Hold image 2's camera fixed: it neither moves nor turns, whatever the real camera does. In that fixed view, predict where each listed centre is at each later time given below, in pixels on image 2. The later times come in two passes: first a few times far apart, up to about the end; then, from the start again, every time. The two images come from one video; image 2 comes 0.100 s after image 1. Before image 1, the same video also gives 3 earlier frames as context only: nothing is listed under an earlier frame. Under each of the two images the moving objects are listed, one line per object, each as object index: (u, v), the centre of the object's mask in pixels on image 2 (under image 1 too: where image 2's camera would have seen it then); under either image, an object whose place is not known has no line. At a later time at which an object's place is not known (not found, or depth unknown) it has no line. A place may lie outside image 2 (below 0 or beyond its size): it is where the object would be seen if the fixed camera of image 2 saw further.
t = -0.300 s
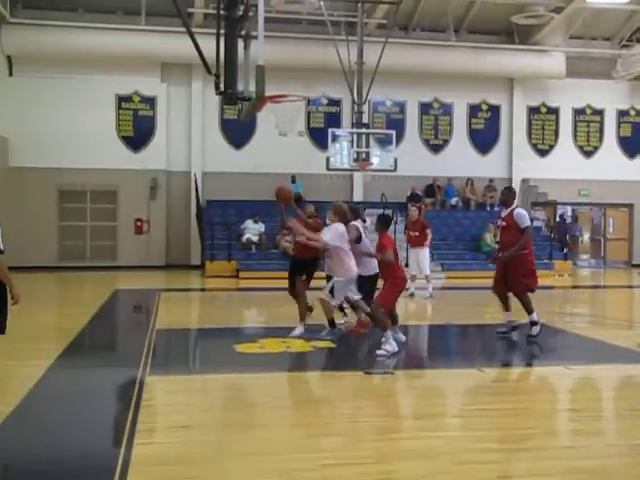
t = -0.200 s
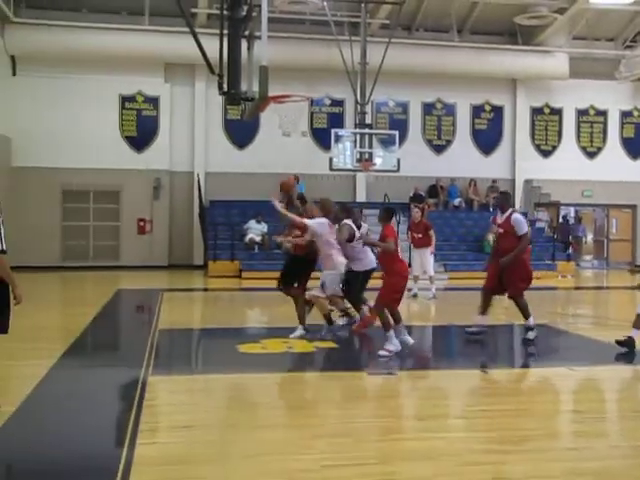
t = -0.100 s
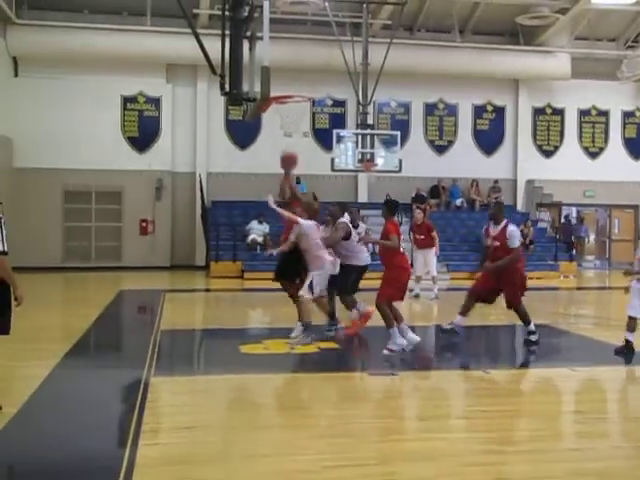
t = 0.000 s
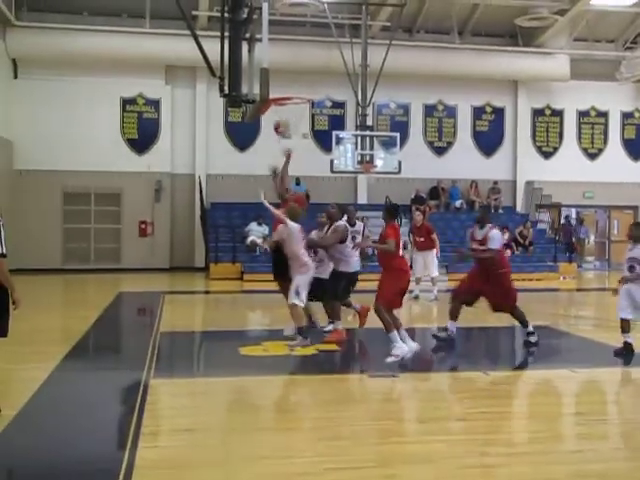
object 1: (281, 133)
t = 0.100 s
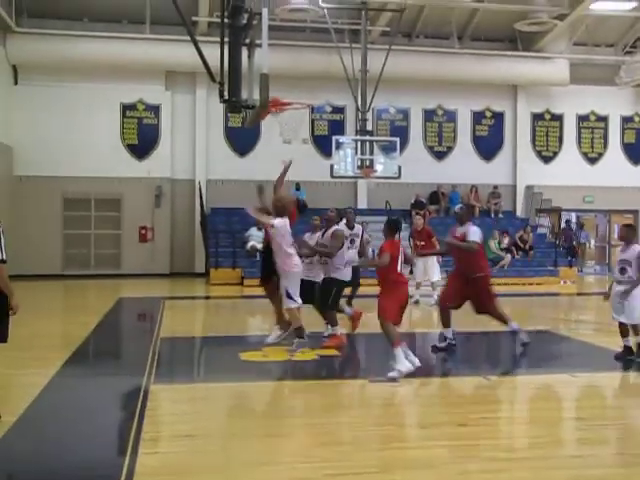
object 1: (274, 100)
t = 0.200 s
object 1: (272, 85)
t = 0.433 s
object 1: (280, 80)
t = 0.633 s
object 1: (298, 111)
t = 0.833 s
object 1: (298, 133)
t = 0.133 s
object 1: (275, 96)
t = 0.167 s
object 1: (274, 92)
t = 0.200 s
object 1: (272, 85)
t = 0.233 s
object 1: (270, 83)
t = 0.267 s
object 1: (271, 78)
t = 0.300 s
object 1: (272, 75)
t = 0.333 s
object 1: (274, 76)
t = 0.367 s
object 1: (275, 76)
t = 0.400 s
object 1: (277, 77)
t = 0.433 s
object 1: (280, 80)
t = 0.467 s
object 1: (283, 82)
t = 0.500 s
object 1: (286, 88)
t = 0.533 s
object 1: (290, 91)
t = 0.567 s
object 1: (293, 94)
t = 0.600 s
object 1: (295, 103)
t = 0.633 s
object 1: (298, 111)
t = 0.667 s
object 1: (300, 119)
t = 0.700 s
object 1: (301, 122)
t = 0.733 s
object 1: (300, 124)
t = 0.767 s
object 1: (301, 126)
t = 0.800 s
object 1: (300, 127)
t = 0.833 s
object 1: (298, 133)
